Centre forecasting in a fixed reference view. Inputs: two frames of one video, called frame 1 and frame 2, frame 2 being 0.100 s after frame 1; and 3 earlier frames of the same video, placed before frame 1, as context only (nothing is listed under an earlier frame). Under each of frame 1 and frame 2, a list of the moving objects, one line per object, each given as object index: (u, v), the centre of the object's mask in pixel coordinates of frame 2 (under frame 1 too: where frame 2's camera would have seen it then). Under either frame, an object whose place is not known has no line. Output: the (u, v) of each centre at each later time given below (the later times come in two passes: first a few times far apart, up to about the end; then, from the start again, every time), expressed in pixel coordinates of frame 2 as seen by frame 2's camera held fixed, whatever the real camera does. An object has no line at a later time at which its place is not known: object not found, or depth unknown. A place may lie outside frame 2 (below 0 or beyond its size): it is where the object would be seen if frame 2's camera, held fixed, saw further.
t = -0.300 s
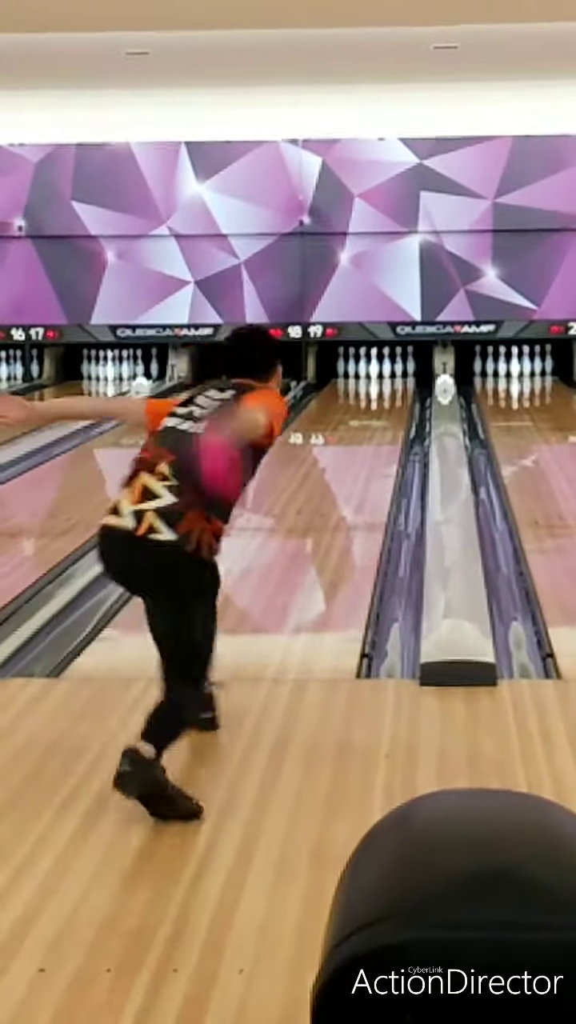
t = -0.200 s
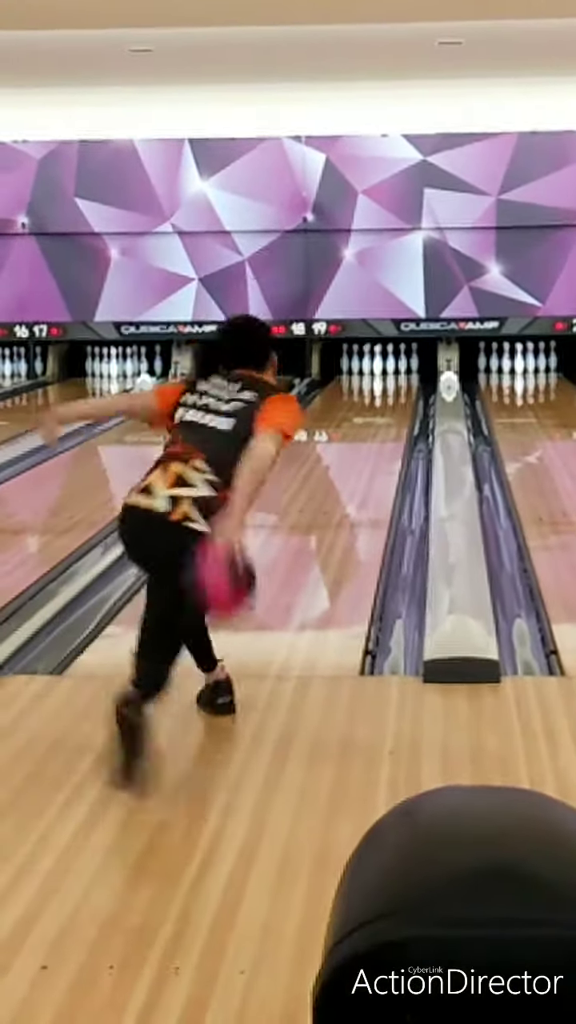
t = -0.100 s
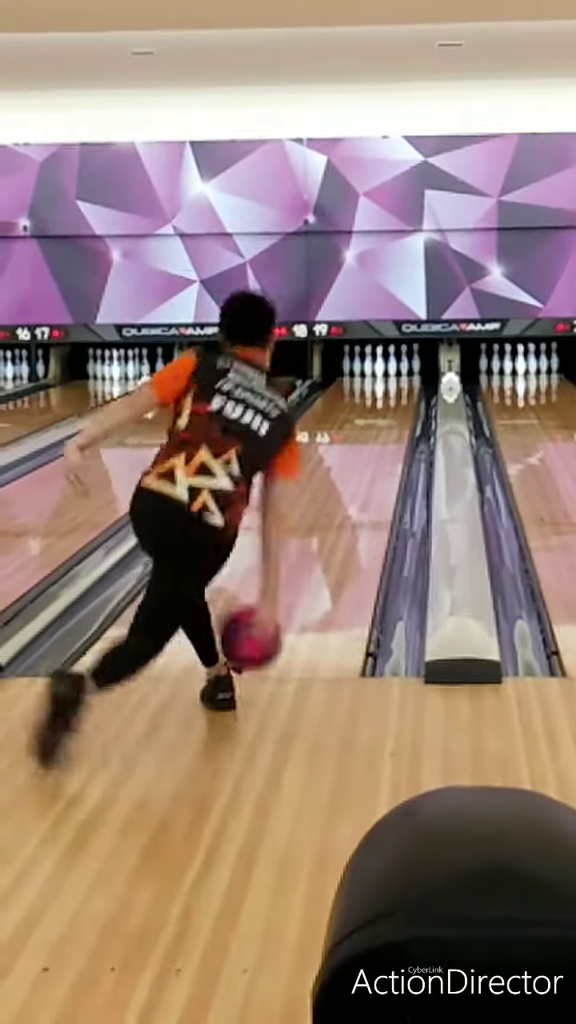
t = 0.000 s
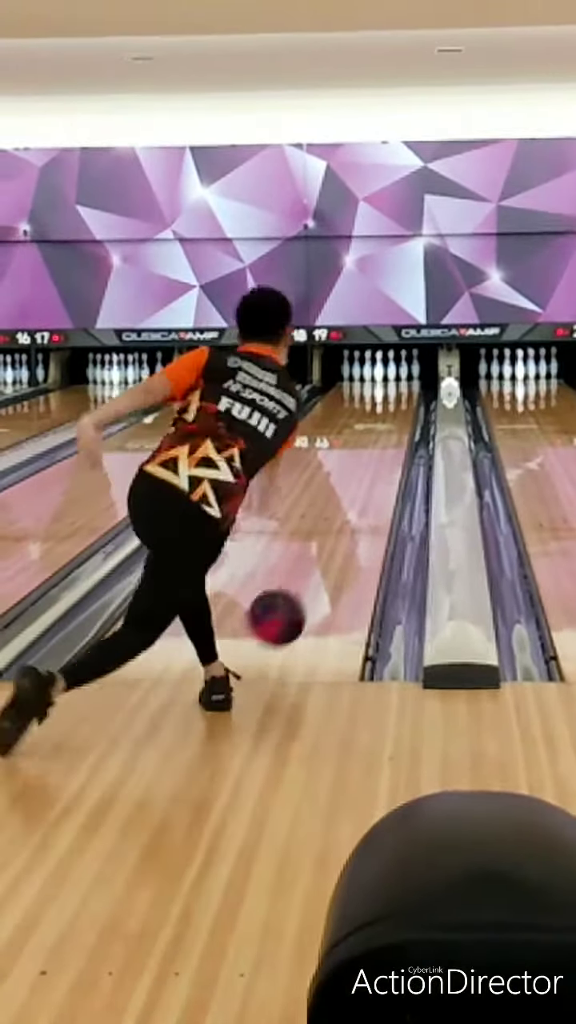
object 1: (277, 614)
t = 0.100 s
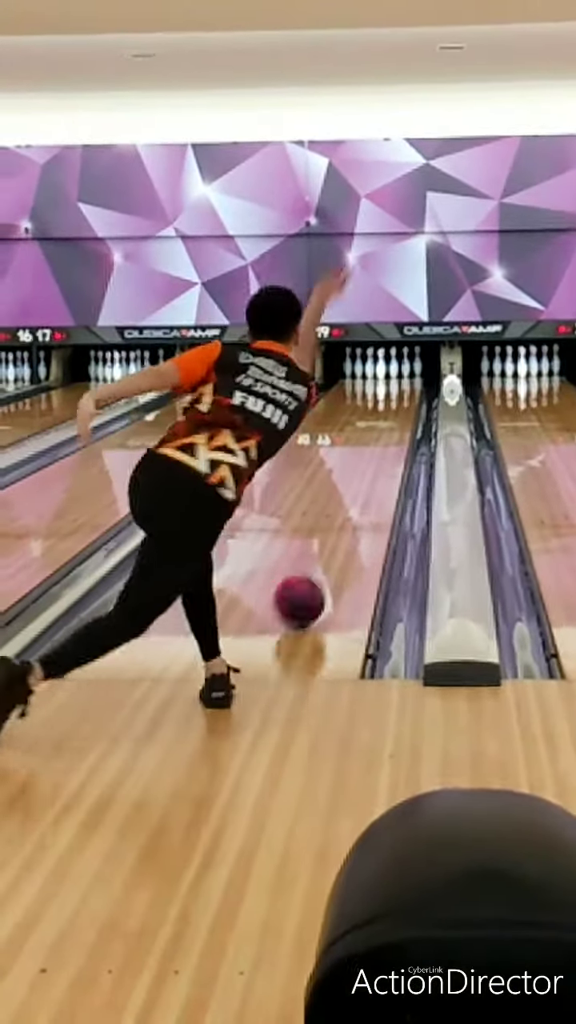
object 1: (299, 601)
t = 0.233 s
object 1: (321, 562)
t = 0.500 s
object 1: (352, 503)
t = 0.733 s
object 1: (369, 470)
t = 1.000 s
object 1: (381, 442)
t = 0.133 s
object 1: (305, 588)
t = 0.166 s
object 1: (311, 579)
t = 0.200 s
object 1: (316, 570)
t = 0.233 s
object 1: (321, 562)
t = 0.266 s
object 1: (326, 553)
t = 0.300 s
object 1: (330, 545)
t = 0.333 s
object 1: (335, 537)
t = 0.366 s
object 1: (338, 530)
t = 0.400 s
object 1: (342, 522)
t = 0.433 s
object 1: (345, 516)
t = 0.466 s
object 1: (349, 509)
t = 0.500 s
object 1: (352, 503)
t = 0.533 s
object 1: (354, 497)
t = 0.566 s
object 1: (357, 493)
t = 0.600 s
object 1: (360, 488)
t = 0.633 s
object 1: (362, 483)
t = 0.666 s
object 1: (364, 479)
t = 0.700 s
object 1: (367, 474)
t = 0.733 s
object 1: (369, 470)
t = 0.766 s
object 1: (370, 466)
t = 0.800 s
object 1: (372, 462)
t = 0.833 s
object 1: (374, 458)
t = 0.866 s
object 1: (376, 455)
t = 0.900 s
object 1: (377, 450)
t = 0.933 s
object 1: (379, 447)
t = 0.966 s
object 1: (380, 444)
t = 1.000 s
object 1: (381, 442)
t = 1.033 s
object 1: (383, 438)
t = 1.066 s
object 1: (383, 436)
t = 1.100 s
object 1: (384, 434)
